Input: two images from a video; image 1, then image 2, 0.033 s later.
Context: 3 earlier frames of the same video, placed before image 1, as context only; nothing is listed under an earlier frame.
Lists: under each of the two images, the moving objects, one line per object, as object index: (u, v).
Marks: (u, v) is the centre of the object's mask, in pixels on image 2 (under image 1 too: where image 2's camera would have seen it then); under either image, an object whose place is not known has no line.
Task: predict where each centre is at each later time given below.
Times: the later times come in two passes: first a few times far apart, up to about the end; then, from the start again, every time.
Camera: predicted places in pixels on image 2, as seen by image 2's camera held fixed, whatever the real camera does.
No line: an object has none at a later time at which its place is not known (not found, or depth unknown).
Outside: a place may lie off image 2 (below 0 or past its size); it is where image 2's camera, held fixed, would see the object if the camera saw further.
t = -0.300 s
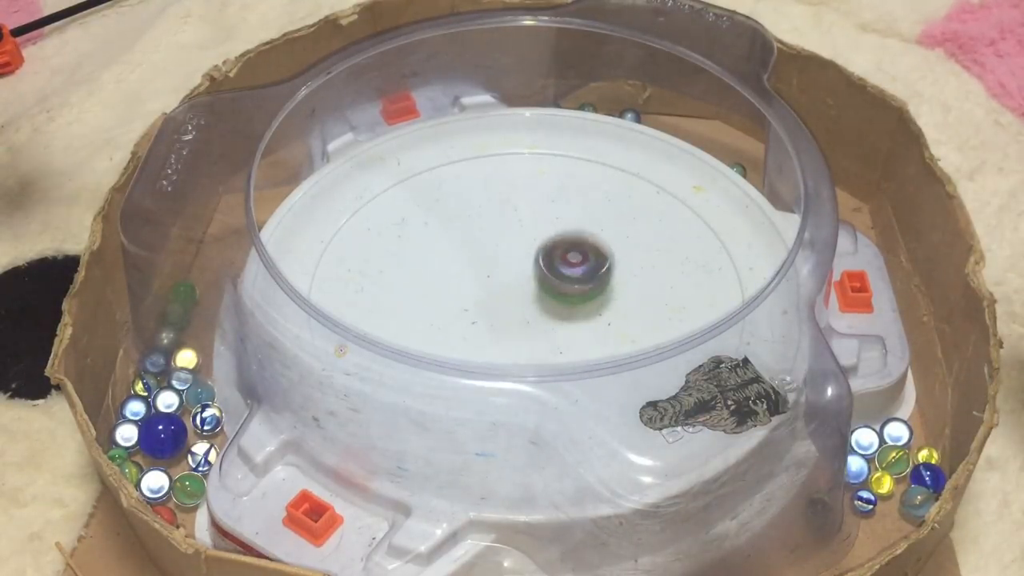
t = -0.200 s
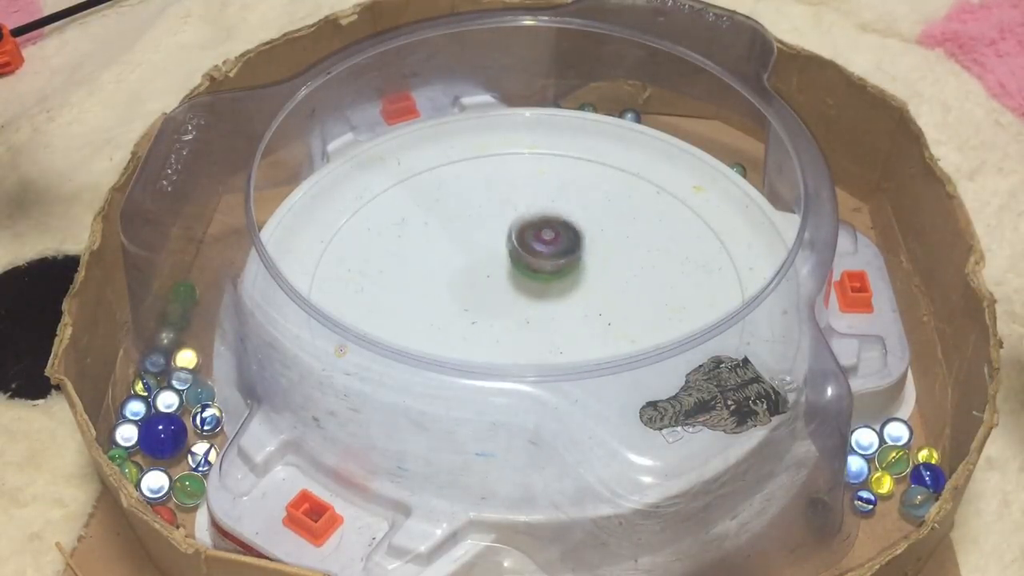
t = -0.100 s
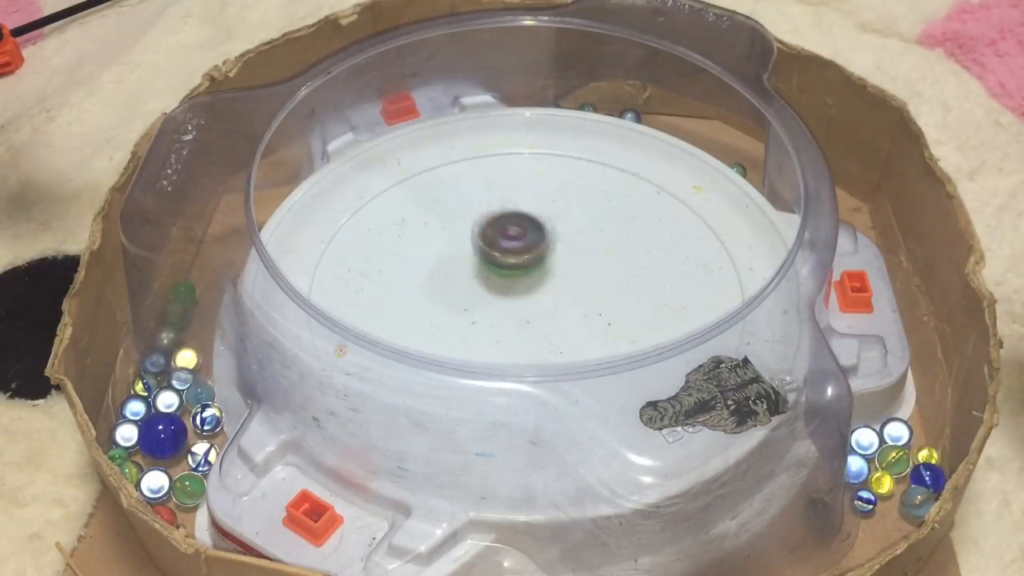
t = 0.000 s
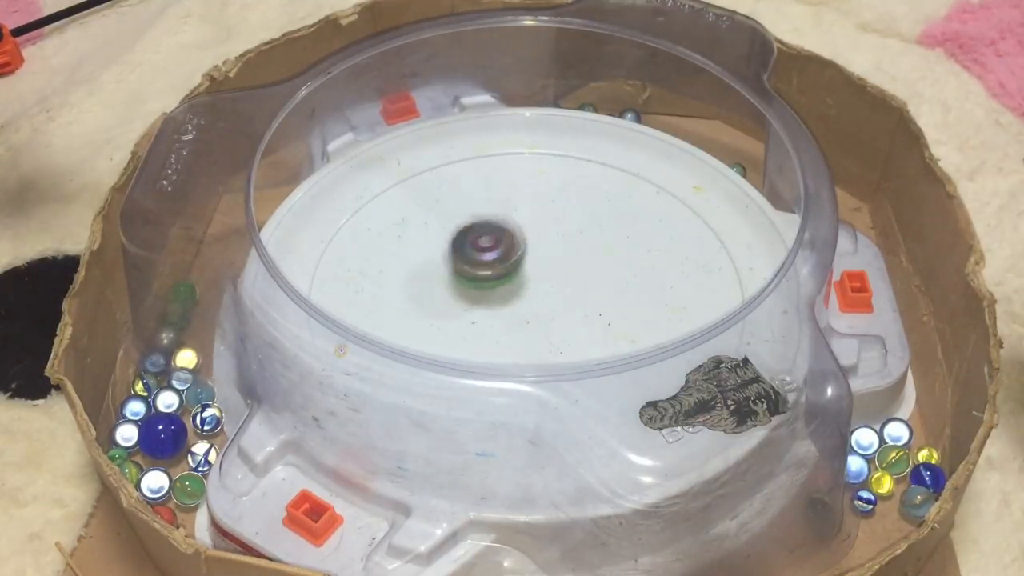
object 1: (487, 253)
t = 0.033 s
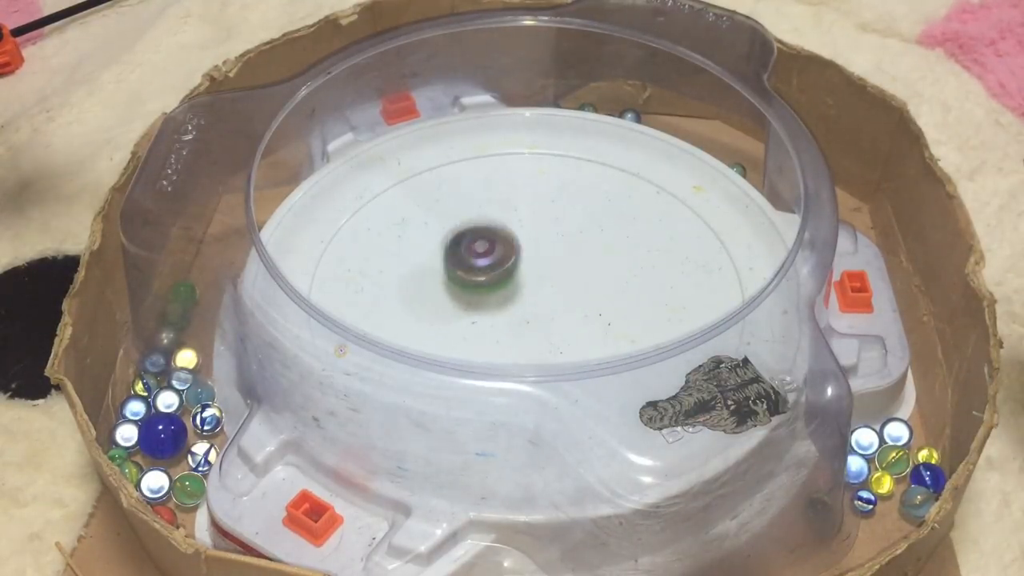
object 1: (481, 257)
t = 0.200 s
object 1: (481, 295)
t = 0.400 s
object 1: (528, 313)
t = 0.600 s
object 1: (555, 299)
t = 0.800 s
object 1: (543, 285)
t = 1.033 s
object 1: (507, 286)
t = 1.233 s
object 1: (501, 295)
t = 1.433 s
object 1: (512, 299)
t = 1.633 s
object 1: (529, 289)
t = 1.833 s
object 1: (520, 286)
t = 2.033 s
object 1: (523, 287)
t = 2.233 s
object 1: (518, 292)
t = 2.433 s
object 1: (529, 295)
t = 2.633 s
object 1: (516, 295)
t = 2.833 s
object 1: (527, 294)
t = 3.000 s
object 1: (523, 289)
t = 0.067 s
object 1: (477, 264)
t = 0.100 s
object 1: (473, 270)
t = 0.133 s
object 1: (473, 279)
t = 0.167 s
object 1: (475, 288)
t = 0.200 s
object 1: (481, 295)
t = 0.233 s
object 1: (488, 301)
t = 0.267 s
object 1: (497, 307)
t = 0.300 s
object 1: (507, 308)
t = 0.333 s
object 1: (514, 309)
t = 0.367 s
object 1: (521, 311)
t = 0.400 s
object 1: (528, 313)
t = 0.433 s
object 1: (536, 314)
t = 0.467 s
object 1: (546, 311)
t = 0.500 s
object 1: (554, 307)
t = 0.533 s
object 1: (555, 304)
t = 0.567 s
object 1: (555, 301)
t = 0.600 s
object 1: (555, 299)
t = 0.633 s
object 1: (558, 295)
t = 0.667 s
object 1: (559, 290)
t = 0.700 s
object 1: (557, 285)
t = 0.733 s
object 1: (551, 284)
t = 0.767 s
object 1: (546, 285)
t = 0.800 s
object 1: (543, 285)
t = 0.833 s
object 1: (537, 281)
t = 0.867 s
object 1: (527, 279)
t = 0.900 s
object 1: (521, 280)
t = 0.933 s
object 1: (520, 280)
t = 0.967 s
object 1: (519, 280)
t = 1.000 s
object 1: (512, 282)
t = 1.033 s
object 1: (507, 286)
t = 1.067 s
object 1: (507, 288)
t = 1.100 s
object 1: (504, 287)
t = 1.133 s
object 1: (498, 289)
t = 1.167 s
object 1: (499, 293)
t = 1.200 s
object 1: (504, 293)
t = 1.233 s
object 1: (501, 295)
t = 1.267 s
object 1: (502, 300)
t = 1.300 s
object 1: (508, 302)
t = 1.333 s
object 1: (507, 301)
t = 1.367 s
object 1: (506, 303)
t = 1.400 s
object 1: (512, 304)
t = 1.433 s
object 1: (512, 299)
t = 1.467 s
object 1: (512, 299)
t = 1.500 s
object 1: (520, 296)
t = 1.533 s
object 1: (521, 291)
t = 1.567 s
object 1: (524, 292)
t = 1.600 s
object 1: (532, 289)
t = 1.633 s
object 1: (529, 289)
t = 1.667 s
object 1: (531, 290)
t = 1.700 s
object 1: (531, 288)
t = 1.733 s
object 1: (524, 288)
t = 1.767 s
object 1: (526, 288)
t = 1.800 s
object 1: (520, 284)
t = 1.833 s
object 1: (520, 286)
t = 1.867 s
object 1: (521, 280)
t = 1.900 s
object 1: (518, 283)
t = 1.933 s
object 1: (525, 281)
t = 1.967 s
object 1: (521, 283)
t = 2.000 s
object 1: (526, 286)
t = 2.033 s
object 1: (523, 287)
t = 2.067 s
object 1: (524, 292)
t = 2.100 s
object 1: (522, 291)
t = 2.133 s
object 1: (519, 296)
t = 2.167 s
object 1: (521, 293)
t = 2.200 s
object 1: (515, 297)
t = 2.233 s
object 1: (518, 292)
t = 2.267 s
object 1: (514, 295)
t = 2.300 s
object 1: (521, 291)
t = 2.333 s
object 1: (519, 295)
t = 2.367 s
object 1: (527, 292)
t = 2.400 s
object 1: (523, 297)
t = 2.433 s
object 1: (529, 295)
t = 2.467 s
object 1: (524, 299)
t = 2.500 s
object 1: (525, 297)
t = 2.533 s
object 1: (523, 301)
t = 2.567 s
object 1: (519, 296)
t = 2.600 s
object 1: (521, 300)
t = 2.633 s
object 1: (516, 295)
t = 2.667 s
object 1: (523, 295)
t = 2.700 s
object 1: (518, 295)
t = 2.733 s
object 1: (525, 291)
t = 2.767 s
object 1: (523, 295)
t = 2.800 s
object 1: (523, 291)
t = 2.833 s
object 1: (527, 294)
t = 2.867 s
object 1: (519, 294)
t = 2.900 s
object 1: (525, 292)
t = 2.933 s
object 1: (520, 296)
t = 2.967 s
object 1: (516, 290)
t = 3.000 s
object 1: (523, 289)
